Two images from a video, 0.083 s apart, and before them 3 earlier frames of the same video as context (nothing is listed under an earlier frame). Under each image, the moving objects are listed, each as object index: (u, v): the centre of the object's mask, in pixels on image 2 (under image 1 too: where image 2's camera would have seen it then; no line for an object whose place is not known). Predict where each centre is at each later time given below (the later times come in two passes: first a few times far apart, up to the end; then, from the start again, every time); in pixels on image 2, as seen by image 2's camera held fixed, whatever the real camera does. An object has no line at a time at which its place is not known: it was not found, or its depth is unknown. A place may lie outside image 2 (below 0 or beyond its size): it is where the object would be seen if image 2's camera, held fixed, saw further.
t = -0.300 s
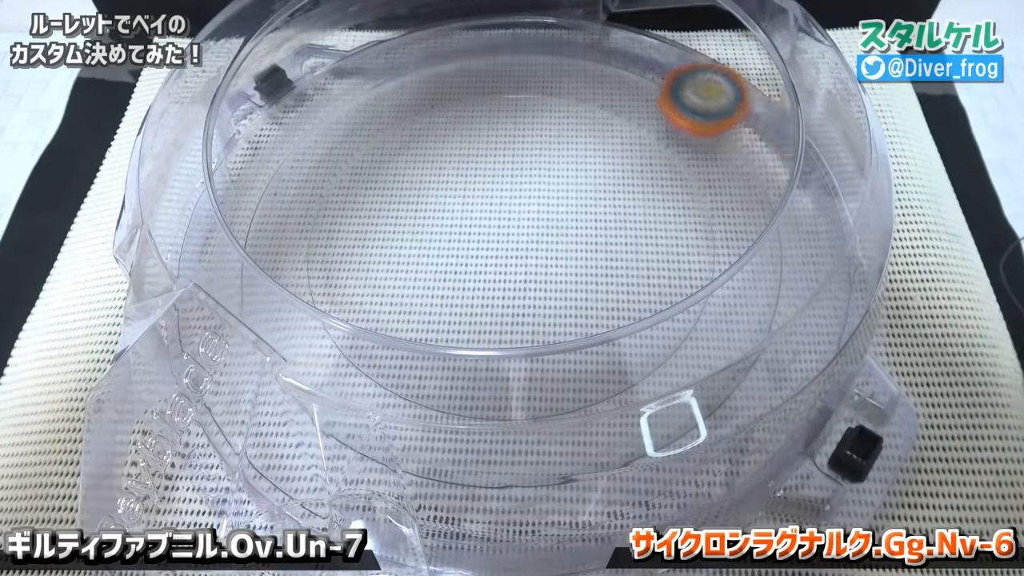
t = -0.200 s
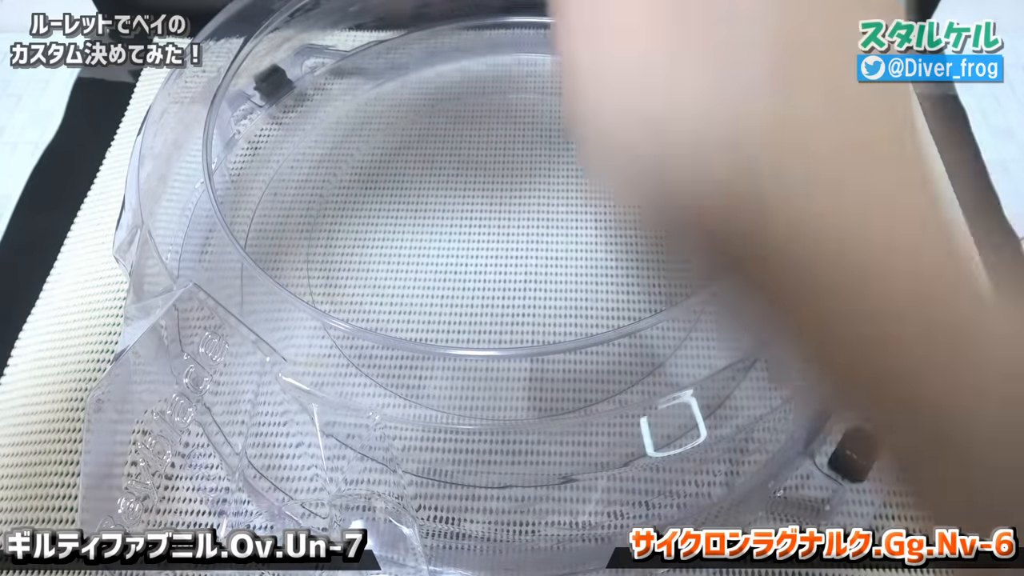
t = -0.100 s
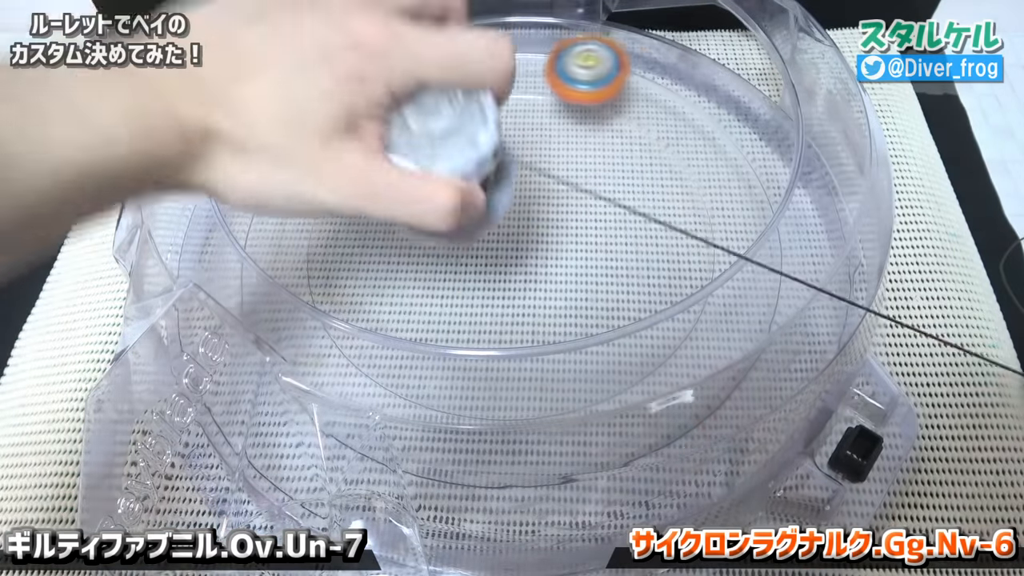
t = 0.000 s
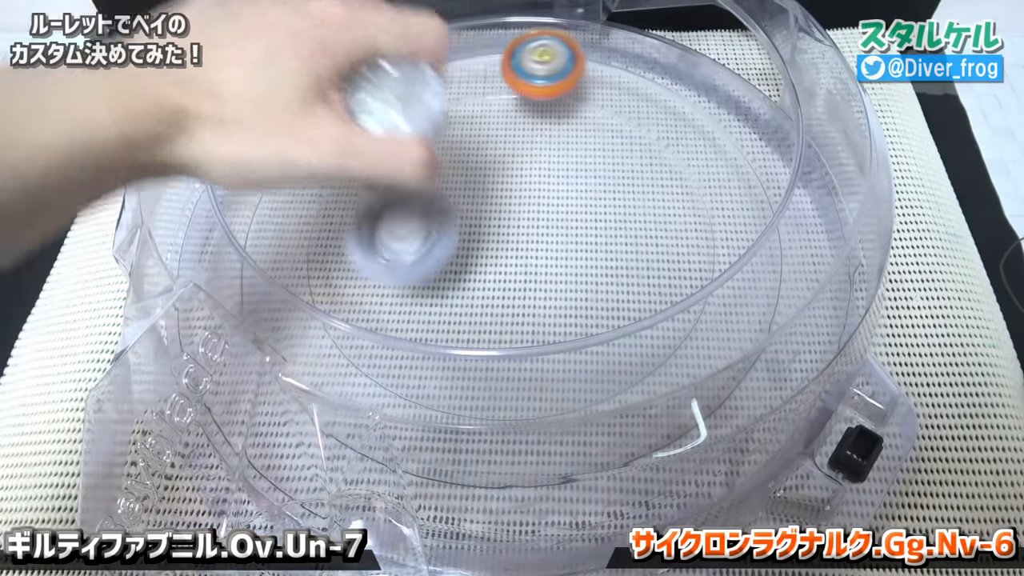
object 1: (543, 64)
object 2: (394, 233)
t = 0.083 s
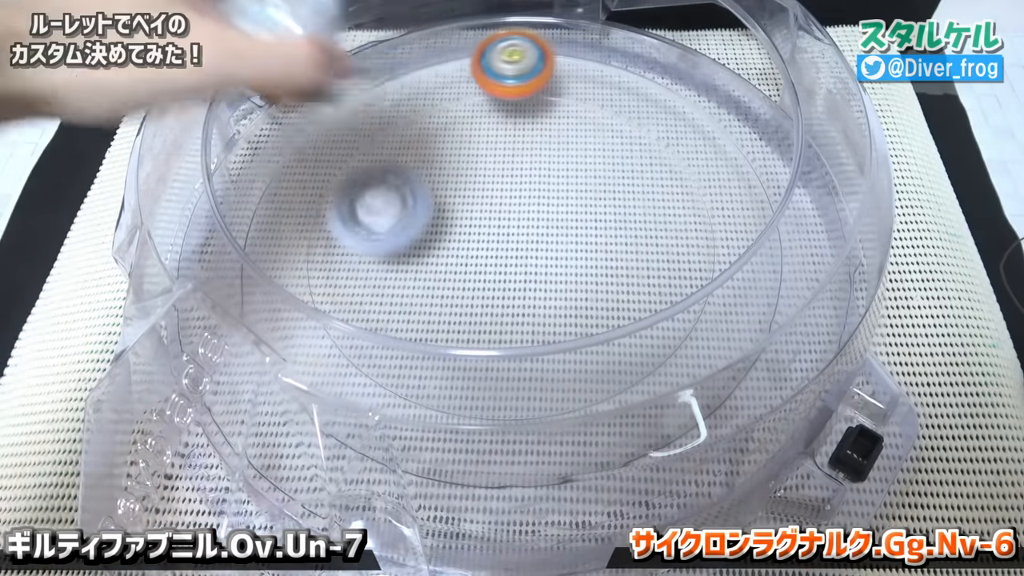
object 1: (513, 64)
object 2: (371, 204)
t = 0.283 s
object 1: (489, 60)
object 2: (368, 86)
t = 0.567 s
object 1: (560, 61)
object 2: (283, 97)
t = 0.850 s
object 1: (524, 155)
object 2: (216, 198)
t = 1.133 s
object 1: (496, 313)
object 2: (208, 279)
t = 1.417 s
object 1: (746, 240)
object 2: (268, 289)
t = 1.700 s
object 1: (665, 83)
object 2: (364, 256)
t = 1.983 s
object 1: (472, 49)
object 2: (598, 174)
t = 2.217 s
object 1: (388, 89)
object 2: (697, 319)
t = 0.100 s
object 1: (507, 65)
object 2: (369, 197)
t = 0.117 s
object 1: (502, 65)
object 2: (368, 192)
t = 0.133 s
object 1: (498, 66)
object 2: (366, 180)
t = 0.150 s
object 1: (493, 67)
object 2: (368, 165)
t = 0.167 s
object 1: (488, 68)
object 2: (367, 155)
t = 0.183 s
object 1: (483, 69)
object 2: (370, 141)
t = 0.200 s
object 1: (479, 70)
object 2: (373, 131)
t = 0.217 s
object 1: (475, 71)
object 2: (377, 118)
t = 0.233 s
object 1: (471, 72)
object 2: (382, 108)
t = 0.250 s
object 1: (473, 72)
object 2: (382, 100)
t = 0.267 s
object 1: (481, 67)
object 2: (374, 89)
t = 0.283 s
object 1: (489, 60)
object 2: (368, 86)
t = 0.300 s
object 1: (497, 58)
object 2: (363, 86)
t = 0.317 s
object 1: (506, 55)
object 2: (357, 86)
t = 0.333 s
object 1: (513, 52)
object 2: (347, 81)
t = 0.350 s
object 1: (520, 48)
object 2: (338, 79)
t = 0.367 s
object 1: (527, 45)
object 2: (333, 75)
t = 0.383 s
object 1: (532, 43)
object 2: (327, 73)
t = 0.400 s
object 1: (539, 41)
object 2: (323, 74)
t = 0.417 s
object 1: (543, 40)
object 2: (320, 76)
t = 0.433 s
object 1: (547, 42)
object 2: (315, 76)
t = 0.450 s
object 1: (549, 44)
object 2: (311, 75)
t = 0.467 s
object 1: (551, 47)
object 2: (305, 77)
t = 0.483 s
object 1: (553, 50)
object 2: (298, 77)
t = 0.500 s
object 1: (555, 52)
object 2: (290, 78)
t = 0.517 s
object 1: (556, 55)
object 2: (287, 81)
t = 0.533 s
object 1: (557, 56)
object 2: (287, 84)
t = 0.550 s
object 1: (559, 58)
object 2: (285, 92)
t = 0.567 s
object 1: (560, 61)
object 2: (283, 97)
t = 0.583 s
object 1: (561, 63)
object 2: (279, 102)
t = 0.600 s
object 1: (561, 66)
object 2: (275, 107)
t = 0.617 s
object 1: (562, 69)
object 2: (273, 113)
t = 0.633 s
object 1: (562, 71)
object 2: (268, 117)
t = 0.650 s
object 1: (563, 74)
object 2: (265, 123)
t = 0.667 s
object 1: (563, 76)
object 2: (259, 128)
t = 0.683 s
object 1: (563, 78)
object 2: (253, 134)
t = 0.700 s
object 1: (563, 84)
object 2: (247, 139)
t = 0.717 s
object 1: (560, 89)
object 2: (241, 145)
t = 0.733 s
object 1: (558, 96)
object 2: (236, 151)
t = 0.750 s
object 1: (554, 102)
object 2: (221, 158)
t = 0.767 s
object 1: (551, 109)
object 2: (222, 163)
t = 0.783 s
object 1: (546, 116)
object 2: (218, 173)
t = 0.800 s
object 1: (541, 126)
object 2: (219, 180)
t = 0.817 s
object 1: (536, 135)
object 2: (220, 185)
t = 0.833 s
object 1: (530, 145)
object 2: (219, 191)
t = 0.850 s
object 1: (524, 155)
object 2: (216, 198)
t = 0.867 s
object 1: (517, 165)
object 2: (214, 204)
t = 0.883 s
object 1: (511, 177)
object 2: (211, 212)
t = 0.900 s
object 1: (504, 187)
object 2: (207, 217)
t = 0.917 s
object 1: (498, 198)
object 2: (203, 223)
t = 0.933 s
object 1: (491, 209)
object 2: (201, 229)
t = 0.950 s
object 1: (486, 219)
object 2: (198, 235)
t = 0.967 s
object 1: (481, 230)
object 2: (194, 240)
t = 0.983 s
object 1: (477, 240)
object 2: (196, 244)
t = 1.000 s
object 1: (473, 250)
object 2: (199, 248)
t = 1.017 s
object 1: (471, 260)
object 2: (203, 253)
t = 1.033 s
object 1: (470, 268)
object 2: (205, 256)
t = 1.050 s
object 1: (469, 277)
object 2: (209, 259)
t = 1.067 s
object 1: (470, 286)
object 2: (209, 263)
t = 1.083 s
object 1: (474, 295)
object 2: (211, 265)
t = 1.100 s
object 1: (479, 303)
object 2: (210, 268)
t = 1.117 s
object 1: (487, 308)
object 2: (208, 276)
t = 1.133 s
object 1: (496, 313)
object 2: (208, 279)
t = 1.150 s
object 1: (506, 316)
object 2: (209, 282)
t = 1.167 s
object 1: (517, 319)
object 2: (212, 283)
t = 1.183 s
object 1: (530, 330)
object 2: (214, 284)
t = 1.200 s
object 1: (545, 335)
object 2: (215, 286)
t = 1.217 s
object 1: (561, 337)
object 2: (215, 287)
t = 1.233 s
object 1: (578, 335)
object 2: (218, 289)
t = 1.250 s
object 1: (596, 336)
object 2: (220, 292)
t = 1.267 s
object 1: (614, 332)
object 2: (223, 293)
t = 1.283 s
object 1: (631, 325)
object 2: (226, 295)
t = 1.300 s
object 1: (651, 319)
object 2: (228, 296)
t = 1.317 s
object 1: (669, 310)
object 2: (235, 295)
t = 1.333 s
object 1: (686, 300)
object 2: (239, 295)
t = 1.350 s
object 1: (702, 287)
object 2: (247, 293)
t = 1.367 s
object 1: (715, 274)
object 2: (252, 295)
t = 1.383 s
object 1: (727, 262)
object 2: (258, 291)
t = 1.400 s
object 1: (737, 251)
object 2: (262, 290)
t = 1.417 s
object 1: (746, 240)
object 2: (268, 289)
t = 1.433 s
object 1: (755, 230)
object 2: (272, 288)
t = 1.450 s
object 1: (762, 219)
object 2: (278, 287)
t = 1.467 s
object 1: (769, 212)
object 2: (282, 286)
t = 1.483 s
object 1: (773, 202)
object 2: (284, 285)
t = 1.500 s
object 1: (773, 192)
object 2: (289, 284)
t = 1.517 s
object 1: (772, 183)
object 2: (292, 284)
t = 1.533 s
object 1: (768, 173)
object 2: (301, 284)
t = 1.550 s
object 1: (764, 164)
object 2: (307, 282)
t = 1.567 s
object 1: (754, 155)
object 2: (312, 281)
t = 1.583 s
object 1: (750, 144)
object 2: (317, 281)
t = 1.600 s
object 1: (745, 134)
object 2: (323, 280)
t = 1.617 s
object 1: (734, 124)
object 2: (329, 277)
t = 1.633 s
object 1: (722, 115)
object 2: (334, 276)
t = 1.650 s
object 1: (709, 107)
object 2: (340, 271)
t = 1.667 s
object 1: (693, 98)
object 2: (348, 269)
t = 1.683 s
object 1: (679, 91)
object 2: (355, 263)
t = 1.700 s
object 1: (665, 83)
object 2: (364, 256)
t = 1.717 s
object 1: (651, 76)
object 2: (371, 249)
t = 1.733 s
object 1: (637, 71)
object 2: (380, 241)
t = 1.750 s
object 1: (625, 64)
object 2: (390, 234)
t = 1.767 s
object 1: (613, 59)
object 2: (400, 226)
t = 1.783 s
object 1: (601, 55)
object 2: (412, 218)
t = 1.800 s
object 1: (590, 51)
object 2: (424, 211)
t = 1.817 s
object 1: (579, 48)
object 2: (439, 203)
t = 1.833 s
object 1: (568, 45)
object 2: (454, 197)
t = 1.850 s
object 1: (556, 44)
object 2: (469, 191)
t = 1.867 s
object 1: (544, 44)
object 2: (486, 185)
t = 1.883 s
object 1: (533, 43)
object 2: (501, 181)
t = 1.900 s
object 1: (521, 43)
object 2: (517, 177)
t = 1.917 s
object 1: (511, 44)
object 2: (534, 176)
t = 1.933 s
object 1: (501, 45)
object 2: (551, 172)
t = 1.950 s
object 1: (491, 46)
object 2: (567, 172)
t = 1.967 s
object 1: (482, 47)
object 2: (583, 172)
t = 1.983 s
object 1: (472, 49)
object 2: (598, 174)
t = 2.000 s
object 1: (465, 51)
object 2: (613, 177)
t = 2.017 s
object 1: (456, 54)
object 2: (625, 181)
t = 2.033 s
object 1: (449, 55)
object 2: (638, 185)
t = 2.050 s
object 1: (441, 58)
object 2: (650, 191)
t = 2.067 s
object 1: (434, 61)
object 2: (660, 199)
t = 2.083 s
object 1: (428, 64)
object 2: (673, 213)
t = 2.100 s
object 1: (422, 67)
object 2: (682, 223)
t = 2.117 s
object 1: (416, 71)
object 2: (689, 235)
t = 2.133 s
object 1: (411, 74)
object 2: (690, 244)
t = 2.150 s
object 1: (406, 77)
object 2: (692, 254)
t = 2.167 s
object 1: (401, 80)
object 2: (688, 264)
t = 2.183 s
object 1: (397, 83)
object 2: (702, 287)
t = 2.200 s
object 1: (392, 86)
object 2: (699, 306)
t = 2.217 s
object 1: (388, 89)
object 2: (697, 319)
